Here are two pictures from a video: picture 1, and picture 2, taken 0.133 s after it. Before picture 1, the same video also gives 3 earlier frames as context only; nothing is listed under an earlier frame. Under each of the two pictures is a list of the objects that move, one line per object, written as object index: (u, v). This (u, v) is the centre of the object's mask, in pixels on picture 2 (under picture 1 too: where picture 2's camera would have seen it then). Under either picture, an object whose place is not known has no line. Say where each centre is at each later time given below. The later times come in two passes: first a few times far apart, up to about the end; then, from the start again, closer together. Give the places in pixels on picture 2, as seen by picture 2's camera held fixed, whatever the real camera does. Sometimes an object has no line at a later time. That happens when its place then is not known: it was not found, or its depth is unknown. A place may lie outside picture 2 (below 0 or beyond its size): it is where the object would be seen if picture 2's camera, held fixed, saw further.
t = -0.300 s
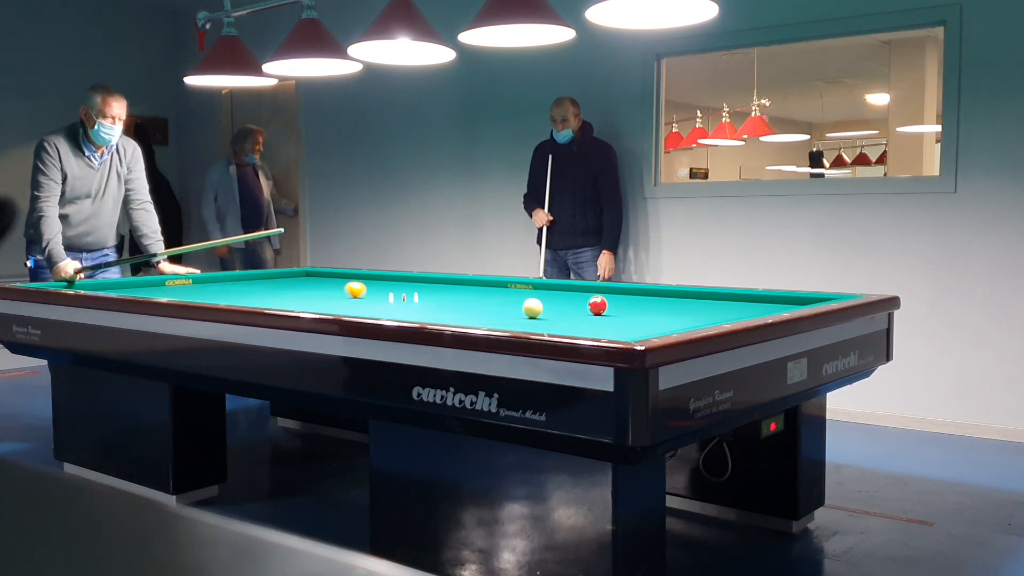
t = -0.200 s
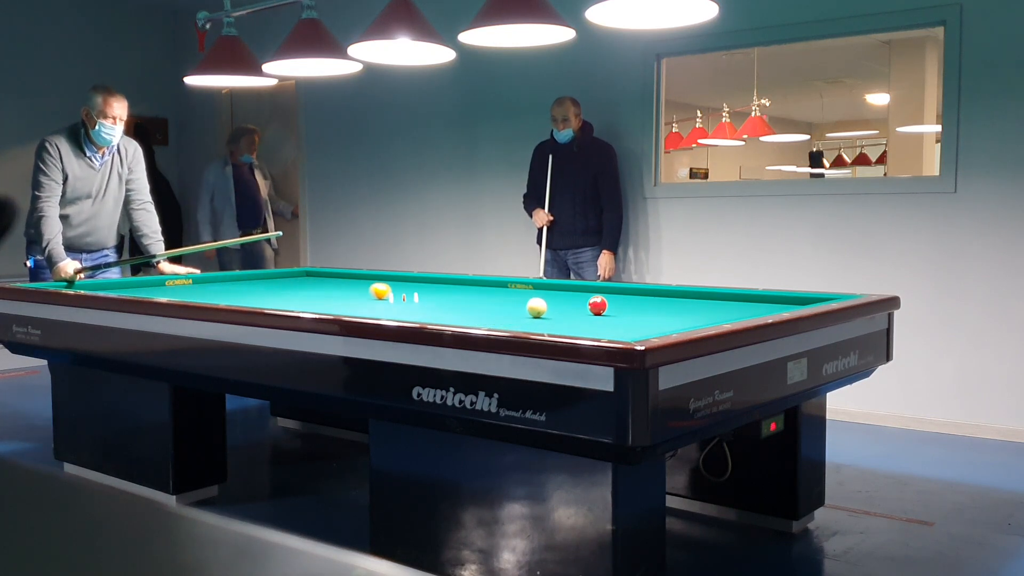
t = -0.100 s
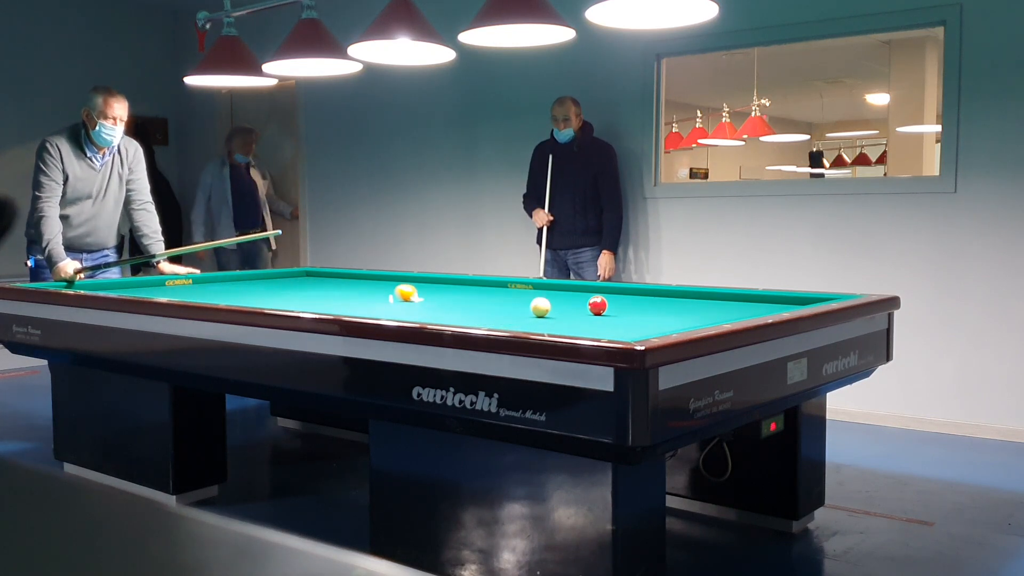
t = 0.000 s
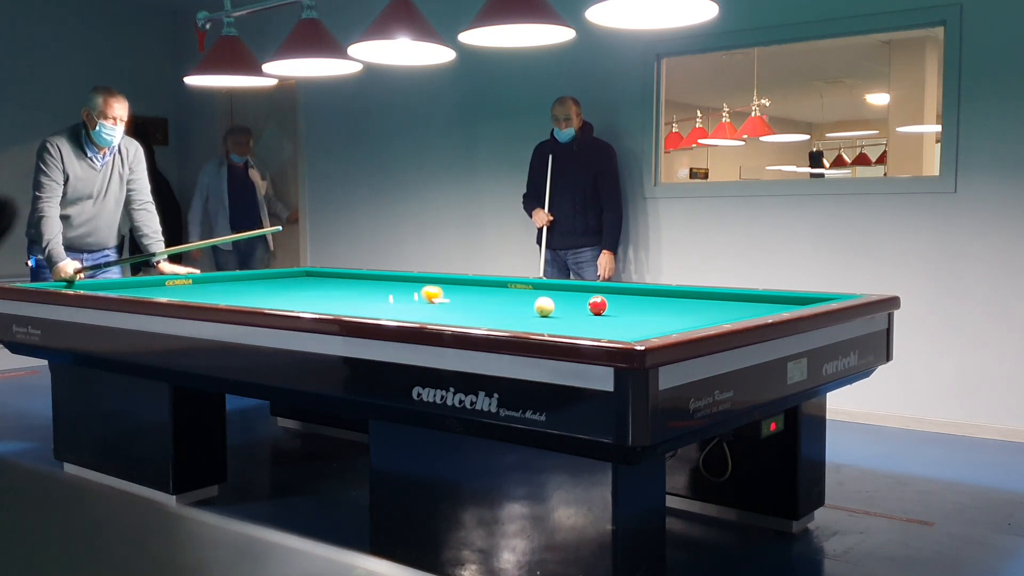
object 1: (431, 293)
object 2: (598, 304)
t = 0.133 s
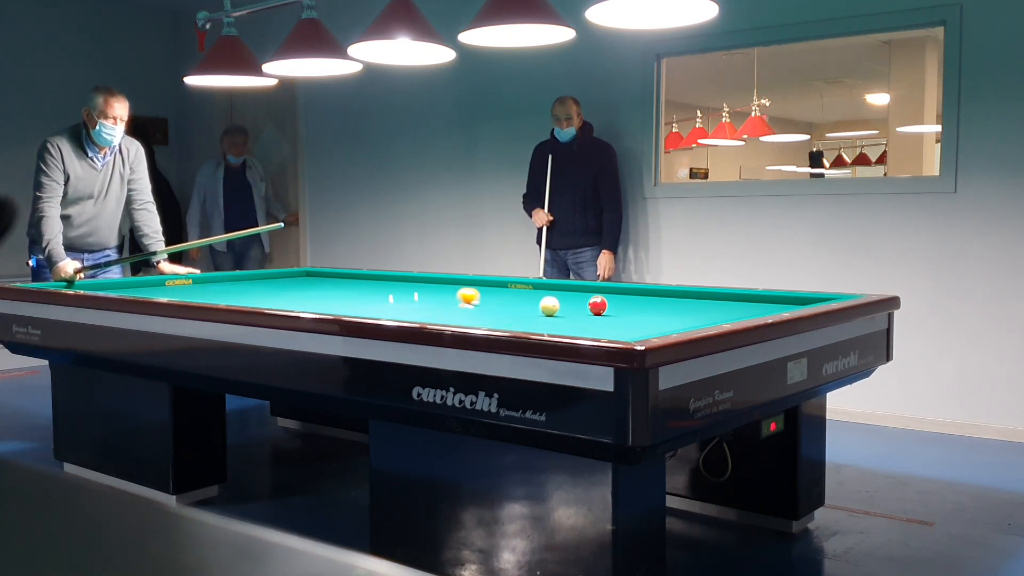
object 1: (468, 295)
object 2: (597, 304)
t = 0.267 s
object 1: (506, 298)
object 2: (597, 305)
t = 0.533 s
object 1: (585, 302)
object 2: (599, 305)
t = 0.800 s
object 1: (629, 302)
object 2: (645, 311)
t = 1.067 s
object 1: (675, 303)
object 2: (688, 317)
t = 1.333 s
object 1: (720, 303)
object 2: (706, 318)
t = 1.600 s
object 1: (764, 303)
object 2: (668, 319)
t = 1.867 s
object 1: (806, 300)
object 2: (632, 318)
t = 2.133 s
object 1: (811, 299)
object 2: (598, 317)
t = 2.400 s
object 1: (802, 299)
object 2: (566, 315)
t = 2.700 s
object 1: (792, 298)
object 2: (533, 314)
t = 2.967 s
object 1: (778, 297)
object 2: (505, 313)
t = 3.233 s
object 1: (763, 297)
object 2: (478, 312)
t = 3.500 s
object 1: (749, 297)
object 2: (454, 311)
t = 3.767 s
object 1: (736, 297)
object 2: (431, 310)
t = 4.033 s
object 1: (724, 297)
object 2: (409, 309)
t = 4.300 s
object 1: (714, 296)
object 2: (388, 308)
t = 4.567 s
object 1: (704, 296)
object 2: (369, 307)
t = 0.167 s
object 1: (477, 297)
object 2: (597, 305)
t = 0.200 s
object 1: (487, 297)
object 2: (597, 305)
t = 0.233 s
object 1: (496, 298)
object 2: (597, 305)
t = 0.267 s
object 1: (506, 298)
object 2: (597, 305)
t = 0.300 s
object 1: (516, 298)
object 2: (597, 305)
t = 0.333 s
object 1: (526, 299)
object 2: (598, 305)
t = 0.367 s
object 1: (536, 300)
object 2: (597, 305)
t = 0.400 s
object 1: (543, 300)
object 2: (597, 305)
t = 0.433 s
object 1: (551, 298)
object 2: (597, 305)
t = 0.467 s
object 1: (572, 300)
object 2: (597, 305)
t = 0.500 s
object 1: (579, 302)
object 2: (597, 305)
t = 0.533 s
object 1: (585, 302)
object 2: (599, 305)
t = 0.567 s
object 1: (590, 303)
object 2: (606, 306)
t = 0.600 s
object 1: (595, 303)
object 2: (613, 307)
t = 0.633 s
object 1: (600, 303)
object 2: (618, 307)
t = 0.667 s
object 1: (606, 303)
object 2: (624, 308)
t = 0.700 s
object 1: (612, 303)
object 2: (630, 309)
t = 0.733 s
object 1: (617, 303)
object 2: (635, 310)
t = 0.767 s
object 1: (624, 302)
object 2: (640, 310)
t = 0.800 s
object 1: (629, 302)
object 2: (645, 311)
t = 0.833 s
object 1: (635, 302)
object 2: (650, 312)
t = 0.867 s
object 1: (640, 302)
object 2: (655, 312)
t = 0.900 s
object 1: (646, 302)
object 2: (661, 313)
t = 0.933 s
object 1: (652, 302)
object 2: (666, 314)
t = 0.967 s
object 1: (658, 302)
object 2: (671, 315)
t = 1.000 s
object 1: (664, 302)
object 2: (677, 316)
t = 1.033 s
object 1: (669, 303)
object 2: (683, 316)
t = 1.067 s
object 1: (675, 303)
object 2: (688, 317)
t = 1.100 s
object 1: (681, 303)
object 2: (694, 317)
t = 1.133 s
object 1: (686, 303)
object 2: (700, 317)
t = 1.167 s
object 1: (692, 303)
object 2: (706, 317)
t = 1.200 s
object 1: (697, 303)
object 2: (711, 317)
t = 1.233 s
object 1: (703, 303)
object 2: (717, 317)
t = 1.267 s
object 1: (709, 303)
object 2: (719, 317)
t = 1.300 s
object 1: (714, 303)
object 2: (713, 317)
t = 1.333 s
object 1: (720, 303)
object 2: (706, 318)
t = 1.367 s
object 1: (725, 303)
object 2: (702, 318)
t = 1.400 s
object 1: (731, 303)
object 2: (697, 318)
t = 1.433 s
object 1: (736, 303)
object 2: (692, 318)
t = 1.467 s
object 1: (742, 303)
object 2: (687, 319)
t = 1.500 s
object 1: (747, 303)
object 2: (682, 319)
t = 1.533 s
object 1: (753, 303)
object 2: (678, 319)
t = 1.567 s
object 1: (758, 303)
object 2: (673, 319)
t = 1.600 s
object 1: (764, 303)
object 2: (668, 319)
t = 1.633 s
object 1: (769, 303)
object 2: (663, 319)
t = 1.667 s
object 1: (774, 303)
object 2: (659, 319)
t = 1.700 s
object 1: (780, 302)
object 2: (654, 319)
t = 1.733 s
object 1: (785, 302)
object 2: (650, 319)
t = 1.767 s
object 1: (790, 302)
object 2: (645, 318)
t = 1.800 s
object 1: (796, 301)
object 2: (641, 318)
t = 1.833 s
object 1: (801, 301)
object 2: (636, 318)
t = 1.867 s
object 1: (806, 300)
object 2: (632, 318)
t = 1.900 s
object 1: (811, 300)
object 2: (628, 318)
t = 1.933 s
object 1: (817, 299)
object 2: (623, 317)
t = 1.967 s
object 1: (818, 299)
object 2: (619, 317)
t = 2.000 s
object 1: (816, 299)
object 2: (615, 317)
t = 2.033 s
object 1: (815, 299)
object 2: (611, 317)
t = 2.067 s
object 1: (814, 299)
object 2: (607, 317)
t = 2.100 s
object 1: (812, 299)
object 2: (602, 317)
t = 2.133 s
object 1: (811, 299)
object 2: (598, 317)
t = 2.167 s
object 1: (810, 299)
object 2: (594, 316)
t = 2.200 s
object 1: (808, 299)
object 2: (590, 316)
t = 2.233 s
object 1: (807, 299)
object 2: (586, 316)
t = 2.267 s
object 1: (806, 299)
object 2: (582, 316)
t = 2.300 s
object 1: (805, 299)
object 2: (578, 315)
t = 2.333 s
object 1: (804, 299)
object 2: (574, 315)
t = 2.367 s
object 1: (803, 299)
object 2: (570, 315)
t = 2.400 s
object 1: (802, 299)
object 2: (566, 315)
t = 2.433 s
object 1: (800, 299)
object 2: (563, 315)
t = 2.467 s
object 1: (799, 299)
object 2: (559, 315)
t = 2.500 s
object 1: (798, 299)
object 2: (555, 315)
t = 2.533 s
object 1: (797, 299)
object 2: (551, 315)
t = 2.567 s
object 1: (796, 298)
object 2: (547, 314)
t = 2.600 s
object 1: (795, 298)
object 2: (544, 314)
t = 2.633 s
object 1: (794, 298)
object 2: (540, 314)
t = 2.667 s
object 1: (793, 298)
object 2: (537, 314)
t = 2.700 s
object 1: (792, 298)
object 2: (533, 314)
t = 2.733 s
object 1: (791, 298)
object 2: (529, 314)
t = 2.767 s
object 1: (789, 298)
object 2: (526, 313)
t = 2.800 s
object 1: (788, 298)
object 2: (522, 313)
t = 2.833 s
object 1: (786, 297)
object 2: (519, 313)
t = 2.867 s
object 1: (784, 297)
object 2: (515, 313)
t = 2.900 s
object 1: (782, 297)
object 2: (512, 313)
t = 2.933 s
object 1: (780, 297)
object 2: (508, 313)
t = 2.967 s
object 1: (778, 297)
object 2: (505, 313)
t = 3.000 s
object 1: (776, 297)
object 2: (502, 313)
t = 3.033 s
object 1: (774, 297)
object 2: (498, 312)
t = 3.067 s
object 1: (772, 297)
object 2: (495, 312)
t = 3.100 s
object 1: (770, 297)
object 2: (491, 312)
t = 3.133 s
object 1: (768, 297)
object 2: (488, 312)
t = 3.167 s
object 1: (766, 297)
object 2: (485, 312)
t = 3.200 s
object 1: (765, 297)
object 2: (482, 312)
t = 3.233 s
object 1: (763, 297)
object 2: (478, 312)
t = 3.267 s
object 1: (761, 297)
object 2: (475, 312)
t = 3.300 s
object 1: (759, 297)
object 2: (472, 312)
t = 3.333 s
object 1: (758, 297)
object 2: (469, 311)
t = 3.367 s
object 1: (756, 297)
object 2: (466, 311)
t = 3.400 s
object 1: (754, 297)
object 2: (463, 311)
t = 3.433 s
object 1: (752, 297)
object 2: (460, 311)
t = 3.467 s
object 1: (751, 297)
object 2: (457, 311)
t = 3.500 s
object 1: (749, 297)
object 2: (454, 311)
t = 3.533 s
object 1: (747, 297)
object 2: (451, 311)
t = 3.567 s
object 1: (746, 297)
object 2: (448, 311)
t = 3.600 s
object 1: (744, 297)
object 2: (445, 311)
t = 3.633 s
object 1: (742, 297)
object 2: (442, 310)
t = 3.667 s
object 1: (741, 297)
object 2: (439, 310)
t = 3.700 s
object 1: (739, 297)
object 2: (436, 310)
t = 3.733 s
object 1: (738, 297)
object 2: (434, 310)
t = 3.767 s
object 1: (736, 297)
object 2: (431, 310)
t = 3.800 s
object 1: (735, 297)
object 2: (428, 310)
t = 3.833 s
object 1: (733, 297)
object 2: (425, 310)
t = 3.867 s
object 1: (732, 297)
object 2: (422, 310)
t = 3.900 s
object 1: (730, 297)
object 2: (420, 309)
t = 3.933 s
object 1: (729, 297)
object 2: (417, 309)
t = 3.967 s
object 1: (727, 297)
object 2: (414, 309)
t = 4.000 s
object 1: (726, 297)
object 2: (411, 309)
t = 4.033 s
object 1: (724, 297)
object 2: (409, 309)
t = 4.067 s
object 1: (723, 296)
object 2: (406, 309)
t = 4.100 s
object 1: (722, 296)
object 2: (404, 309)
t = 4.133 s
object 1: (720, 296)
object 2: (401, 308)
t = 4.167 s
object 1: (719, 297)
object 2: (398, 308)
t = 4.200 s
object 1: (718, 296)
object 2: (396, 308)
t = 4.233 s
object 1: (716, 296)
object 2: (393, 308)
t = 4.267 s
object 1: (715, 297)
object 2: (390, 308)
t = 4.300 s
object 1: (714, 296)
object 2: (388, 308)
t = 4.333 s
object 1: (712, 296)
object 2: (386, 308)
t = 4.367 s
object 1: (711, 296)
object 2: (383, 308)
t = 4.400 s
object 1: (710, 296)
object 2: (381, 307)
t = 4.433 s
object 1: (709, 296)
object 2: (378, 307)
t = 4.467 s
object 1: (708, 296)
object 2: (376, 307)
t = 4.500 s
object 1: (706, 296)
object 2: (373, 307)
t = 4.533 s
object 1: (705, 296)
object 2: (371, 307)
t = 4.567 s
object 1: (704, 296)
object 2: (369, 307)
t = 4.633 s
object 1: (702, 296)
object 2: (364, 306)
